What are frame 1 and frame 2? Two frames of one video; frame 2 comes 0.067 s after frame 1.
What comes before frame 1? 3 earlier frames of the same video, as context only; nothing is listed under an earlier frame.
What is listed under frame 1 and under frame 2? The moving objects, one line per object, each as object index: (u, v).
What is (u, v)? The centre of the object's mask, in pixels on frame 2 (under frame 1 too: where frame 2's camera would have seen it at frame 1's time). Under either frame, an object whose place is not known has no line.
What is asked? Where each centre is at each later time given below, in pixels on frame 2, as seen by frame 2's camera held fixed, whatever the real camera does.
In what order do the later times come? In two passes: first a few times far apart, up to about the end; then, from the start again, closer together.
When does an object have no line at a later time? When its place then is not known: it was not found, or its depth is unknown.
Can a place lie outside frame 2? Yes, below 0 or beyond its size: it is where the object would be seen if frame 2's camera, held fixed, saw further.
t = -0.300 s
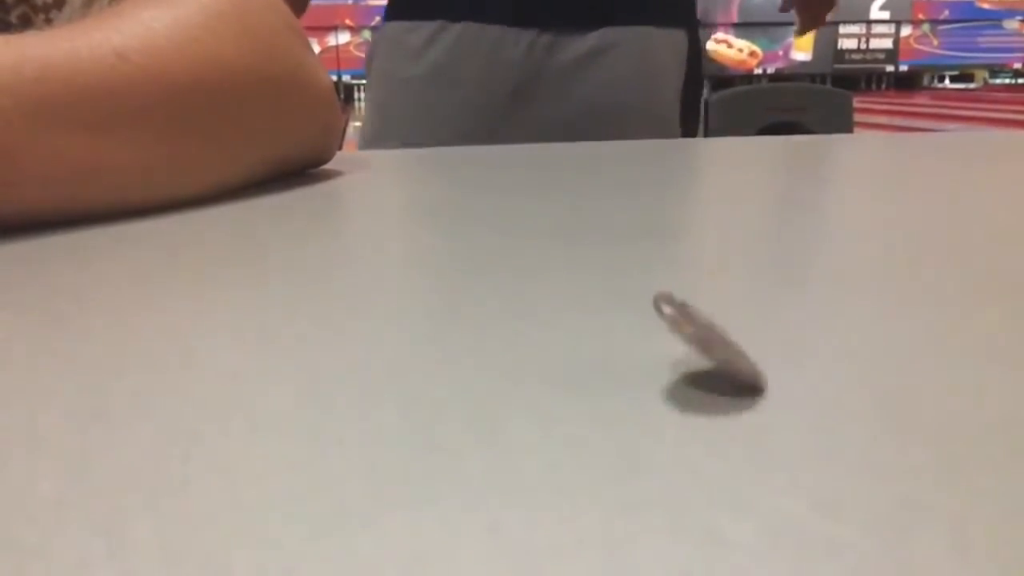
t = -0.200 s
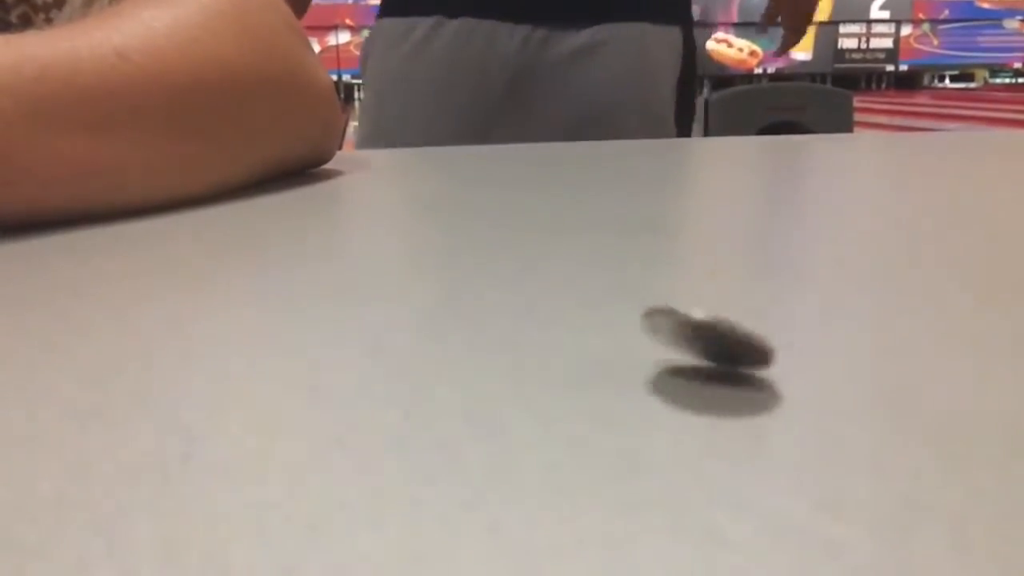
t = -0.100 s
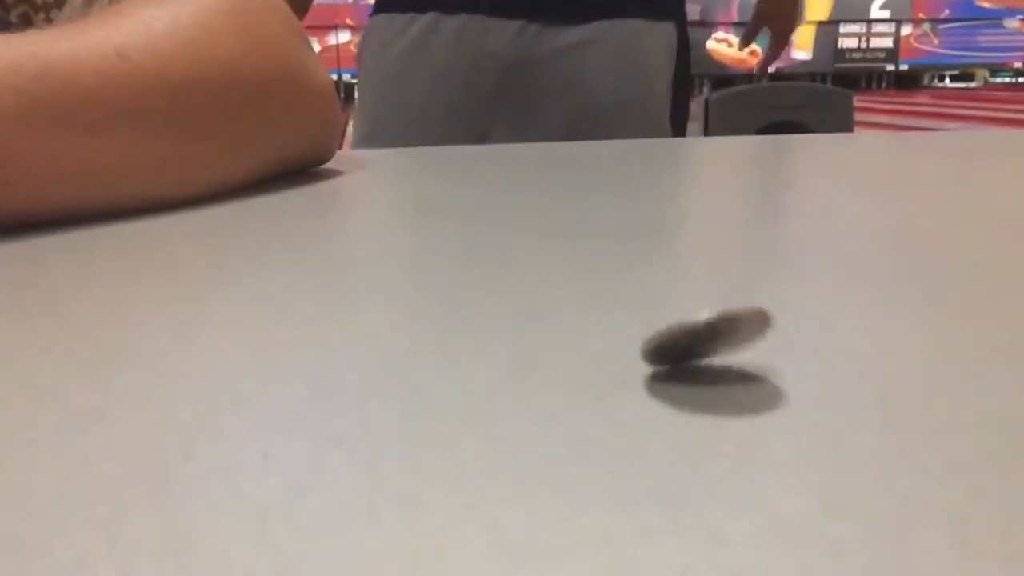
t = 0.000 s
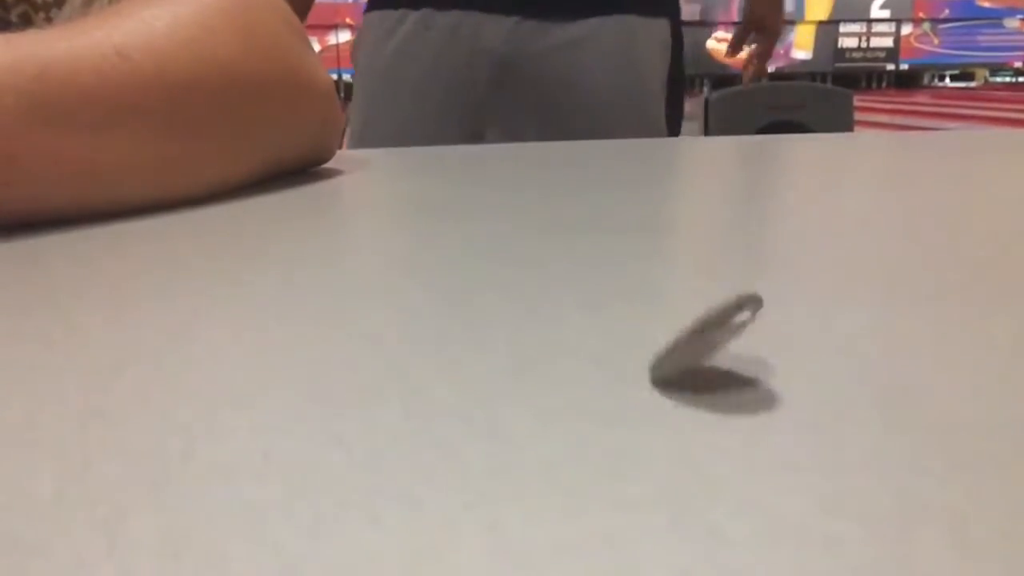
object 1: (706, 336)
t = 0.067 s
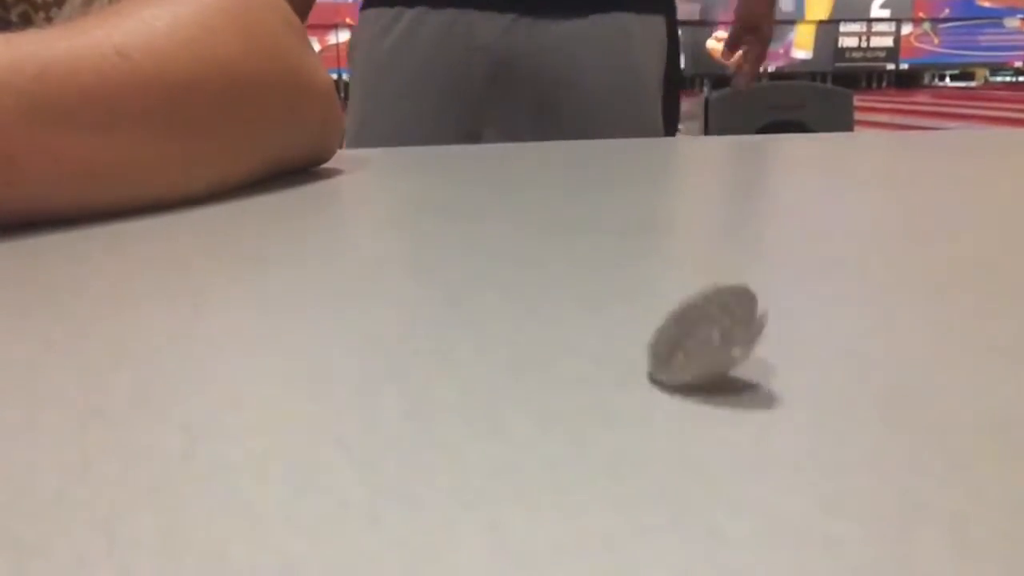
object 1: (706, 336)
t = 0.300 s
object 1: (697, 335)
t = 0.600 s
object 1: (695, 336)
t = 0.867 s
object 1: (694, 338)
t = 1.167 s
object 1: (696, 337)
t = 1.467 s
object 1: (699, 345)
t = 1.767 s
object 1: (701, 339)
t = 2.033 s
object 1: (703, 342)
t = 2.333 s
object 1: (705, 349)
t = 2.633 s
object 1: (713, 339)
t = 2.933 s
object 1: (713, 344)
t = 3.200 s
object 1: (711, 343)
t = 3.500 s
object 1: (708, 340)
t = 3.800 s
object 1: (705, 343)
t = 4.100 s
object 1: (701, 343)
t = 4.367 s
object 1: (710, 351)
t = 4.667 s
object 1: (703, 350)
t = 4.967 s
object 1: (702, 347)
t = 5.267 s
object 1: (704, 351)
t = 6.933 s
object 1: (710, 364)
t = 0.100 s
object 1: (707, 335)
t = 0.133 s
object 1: (705, 336)
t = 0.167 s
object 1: (703, 334)
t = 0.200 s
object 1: (702, 335)
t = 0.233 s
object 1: (700, 335)
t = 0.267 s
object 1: (698, 334)
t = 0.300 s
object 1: (697, 335)
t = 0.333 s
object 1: (697, 334)
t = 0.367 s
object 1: (696, 334)
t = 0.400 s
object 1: (691, 330)
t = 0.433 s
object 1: (701, 336)
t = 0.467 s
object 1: (699, 337)
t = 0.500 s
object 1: (697, 336)
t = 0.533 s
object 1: (696, 336)
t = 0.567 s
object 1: (696, 335)
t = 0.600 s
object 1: (695, 336)
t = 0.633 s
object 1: (691, 338)
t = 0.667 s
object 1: (698, 336)
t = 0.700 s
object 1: (696, 341)
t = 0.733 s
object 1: (697, 339)
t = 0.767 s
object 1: (698, 338)
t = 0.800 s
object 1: (696, 339)
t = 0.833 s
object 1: (696, 338)
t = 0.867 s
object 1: (694, 338)
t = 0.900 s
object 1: (694, 338)
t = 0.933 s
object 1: (692, 337)
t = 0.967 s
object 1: (692, 336)
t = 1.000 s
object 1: (693, 337)
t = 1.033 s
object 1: (694, 336)
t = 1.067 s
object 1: (695, 337)
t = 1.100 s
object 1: (703, 345)
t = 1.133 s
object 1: (698, 339)
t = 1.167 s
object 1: (696, 337)
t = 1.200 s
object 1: (695, 337)
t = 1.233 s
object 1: (695, 337)
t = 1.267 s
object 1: (694, 337)
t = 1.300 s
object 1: (694, 339)
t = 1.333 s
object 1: (689, 343)
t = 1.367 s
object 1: (695, 343)
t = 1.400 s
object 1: (697, 343)
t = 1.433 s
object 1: (700, 344)
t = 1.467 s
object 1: (699, 345)
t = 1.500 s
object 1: (699, 344)
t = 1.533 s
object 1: (696, 345)
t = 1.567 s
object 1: (696, 344)
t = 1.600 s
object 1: (695, 346)
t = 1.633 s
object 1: (696, 344)
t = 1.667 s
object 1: (697, 343)
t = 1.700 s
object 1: (695, 339)
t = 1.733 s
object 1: (703, 345)
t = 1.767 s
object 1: (701, 339)
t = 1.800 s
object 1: (701, 339)
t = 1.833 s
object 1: (701, 337)
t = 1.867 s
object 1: (701, 337)
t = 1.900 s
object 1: (701, 337)
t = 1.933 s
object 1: (701, 338)
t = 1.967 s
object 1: (701, 338)
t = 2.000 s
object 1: (701, 340)
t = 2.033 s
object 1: (703, 342)
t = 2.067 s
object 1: (706, 342)
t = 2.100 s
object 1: (707, 344)
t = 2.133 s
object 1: (707, 345)
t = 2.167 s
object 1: (708, 348)
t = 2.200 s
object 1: (709, 346)
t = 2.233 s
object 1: (706, 348)
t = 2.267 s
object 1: (707, 349)
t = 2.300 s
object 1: (705, 350)
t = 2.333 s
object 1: (705, 349)
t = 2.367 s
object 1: (706, 346)
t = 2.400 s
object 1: (709, 348)
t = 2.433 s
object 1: (715, 348)
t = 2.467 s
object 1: (711, 343)
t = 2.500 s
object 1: (711, 342)
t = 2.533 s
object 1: (713, 341)
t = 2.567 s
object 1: (712, 339)
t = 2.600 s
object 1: (712, 339)
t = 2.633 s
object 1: (713, 339)
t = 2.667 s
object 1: (711, 342)
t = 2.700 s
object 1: (713, 342)
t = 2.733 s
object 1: (715, 340)
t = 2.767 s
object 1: (717, 339)
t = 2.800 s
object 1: (717, 341)
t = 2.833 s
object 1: (716, 343)
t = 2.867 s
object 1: (715, 343)
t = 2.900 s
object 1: (714, 345)
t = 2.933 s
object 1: (713, 344)
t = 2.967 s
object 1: (710, 345)
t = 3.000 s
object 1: (710, 351)
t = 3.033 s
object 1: (709, 345)
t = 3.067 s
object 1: (709, 344)
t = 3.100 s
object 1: (720, 352)
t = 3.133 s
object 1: (715, 345)
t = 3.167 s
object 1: (712, 344)
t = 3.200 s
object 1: (711, 343)
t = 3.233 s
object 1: (709, 342)
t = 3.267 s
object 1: (707, 343)
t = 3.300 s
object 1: (711, 343)
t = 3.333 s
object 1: (713, 341)
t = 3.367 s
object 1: (712, 341)
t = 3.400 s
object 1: (712, 340)
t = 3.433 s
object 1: (711, 341)
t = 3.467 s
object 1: (712, 341)
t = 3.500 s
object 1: (708, 340)
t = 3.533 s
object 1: (706, 342)
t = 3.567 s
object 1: (706, 341)
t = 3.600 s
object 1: (706, 341)
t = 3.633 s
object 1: (705, 342)
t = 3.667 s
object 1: (704, 342)
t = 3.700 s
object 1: (703, 340)
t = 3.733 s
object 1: (703, 342)
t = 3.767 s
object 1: (710, 346)
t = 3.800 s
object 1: (705, 343)
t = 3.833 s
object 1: (703, 343)
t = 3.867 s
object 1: (702, 344)
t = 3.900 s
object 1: (700, 345)
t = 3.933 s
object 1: (699, 347)
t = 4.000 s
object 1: (706, 344)
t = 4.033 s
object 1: (705, 344)
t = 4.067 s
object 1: (702, 344)
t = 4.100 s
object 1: (701, 343)
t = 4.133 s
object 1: (701, 343)
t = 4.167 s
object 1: (700, 345)
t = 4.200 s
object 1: (699, 344)
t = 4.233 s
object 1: (699, 344)
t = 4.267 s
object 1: (698, 344)
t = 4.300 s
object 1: (700, 351)
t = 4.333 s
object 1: (703, 348)
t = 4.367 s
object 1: (710, 351)
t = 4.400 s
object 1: (702, 344)
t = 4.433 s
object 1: (700, 344)
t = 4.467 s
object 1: (699, 344)
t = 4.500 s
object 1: (698, 344)
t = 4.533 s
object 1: (696, 346)
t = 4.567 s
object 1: (697, 347)
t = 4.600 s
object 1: (699, 349)
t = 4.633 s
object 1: (701, 348)
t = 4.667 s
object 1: (703, 350)
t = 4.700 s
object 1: (698, 352)
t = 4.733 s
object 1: (699, 349)
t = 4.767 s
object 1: (698, 348)
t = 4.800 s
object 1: (697, 350)
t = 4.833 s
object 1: (699, 349)
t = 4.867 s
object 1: (697, 351)
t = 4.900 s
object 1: (698, 348)
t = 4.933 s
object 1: (703, 357)
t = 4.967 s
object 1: (702, 347)
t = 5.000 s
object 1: (704, 347)
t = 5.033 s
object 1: (702, 345)
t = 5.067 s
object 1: (700, 344)
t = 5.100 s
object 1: (700, 345)
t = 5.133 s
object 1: (700, 345)
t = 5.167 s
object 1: (701, 346)
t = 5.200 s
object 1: (699, 351)
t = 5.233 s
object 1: (704, 350)
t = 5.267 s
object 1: (704, 351)
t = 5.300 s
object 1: (706, 352)
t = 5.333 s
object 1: (704, 353)
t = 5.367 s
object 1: (704, 352)
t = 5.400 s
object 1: (705, 354)
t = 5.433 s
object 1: (703, 354)
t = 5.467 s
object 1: (703, 354)
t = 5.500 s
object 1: (702, 360)
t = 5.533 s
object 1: (705, 362)
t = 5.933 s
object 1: (708, 350)
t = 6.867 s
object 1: (715, 363)
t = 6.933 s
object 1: (710, 364)
